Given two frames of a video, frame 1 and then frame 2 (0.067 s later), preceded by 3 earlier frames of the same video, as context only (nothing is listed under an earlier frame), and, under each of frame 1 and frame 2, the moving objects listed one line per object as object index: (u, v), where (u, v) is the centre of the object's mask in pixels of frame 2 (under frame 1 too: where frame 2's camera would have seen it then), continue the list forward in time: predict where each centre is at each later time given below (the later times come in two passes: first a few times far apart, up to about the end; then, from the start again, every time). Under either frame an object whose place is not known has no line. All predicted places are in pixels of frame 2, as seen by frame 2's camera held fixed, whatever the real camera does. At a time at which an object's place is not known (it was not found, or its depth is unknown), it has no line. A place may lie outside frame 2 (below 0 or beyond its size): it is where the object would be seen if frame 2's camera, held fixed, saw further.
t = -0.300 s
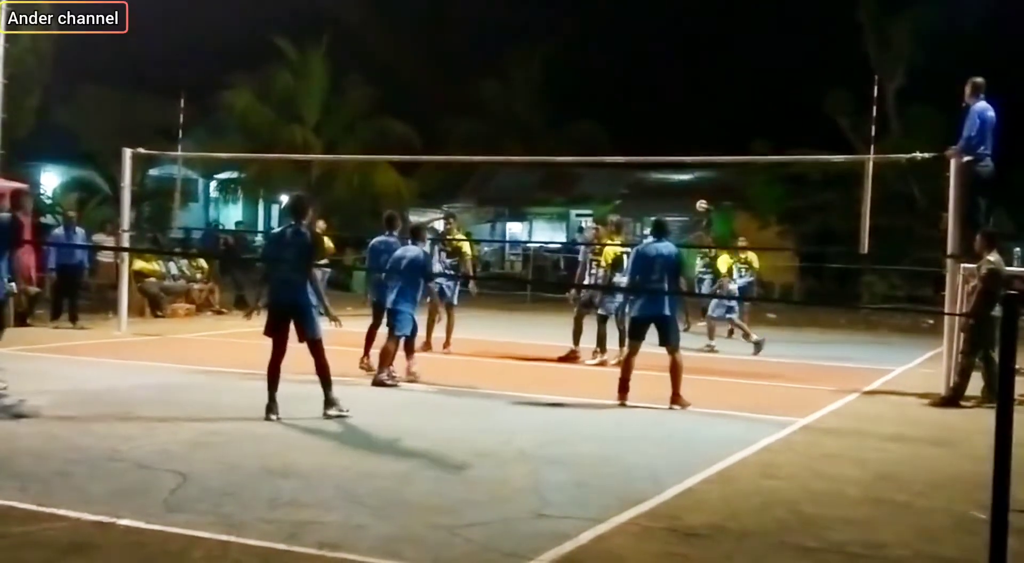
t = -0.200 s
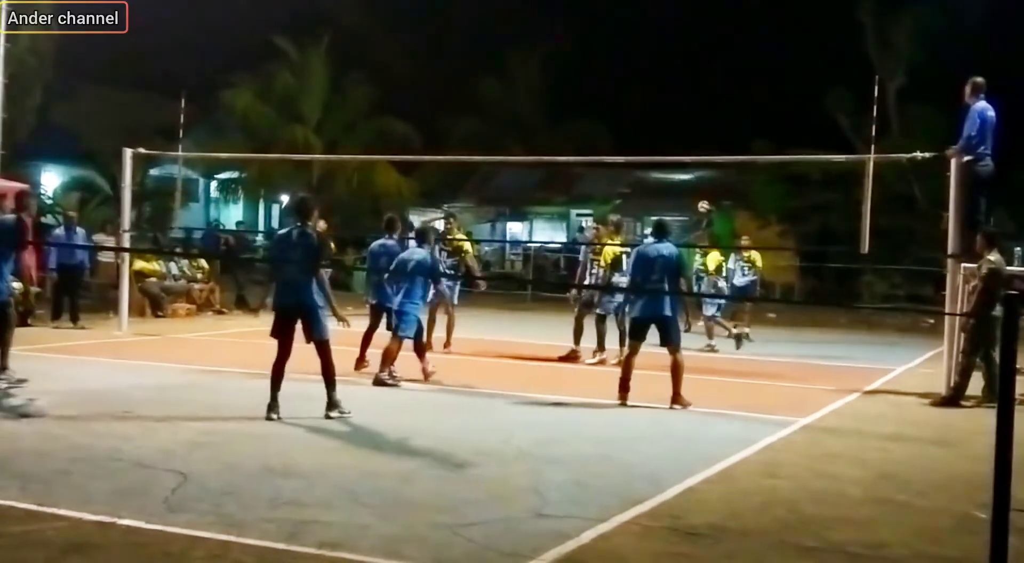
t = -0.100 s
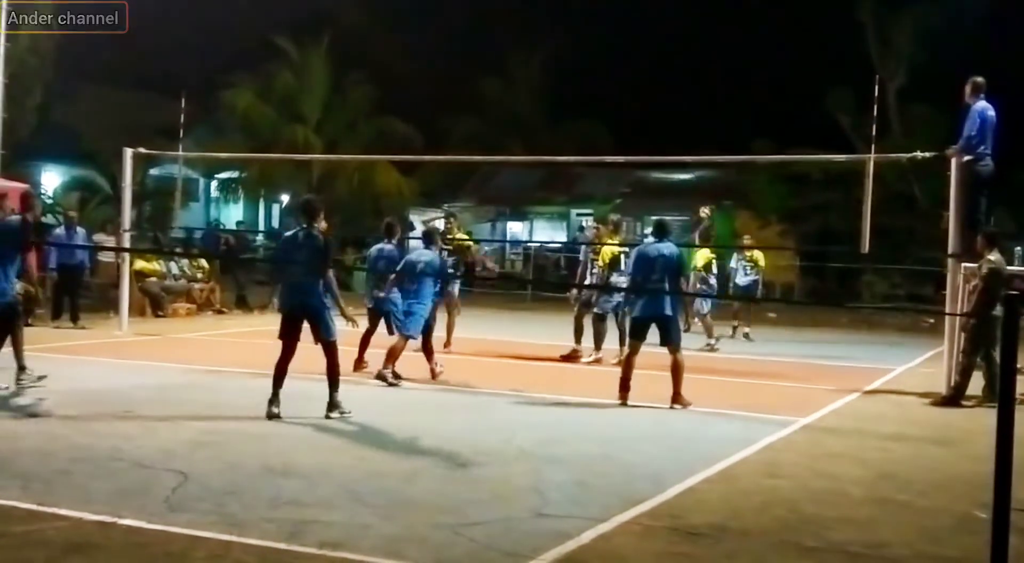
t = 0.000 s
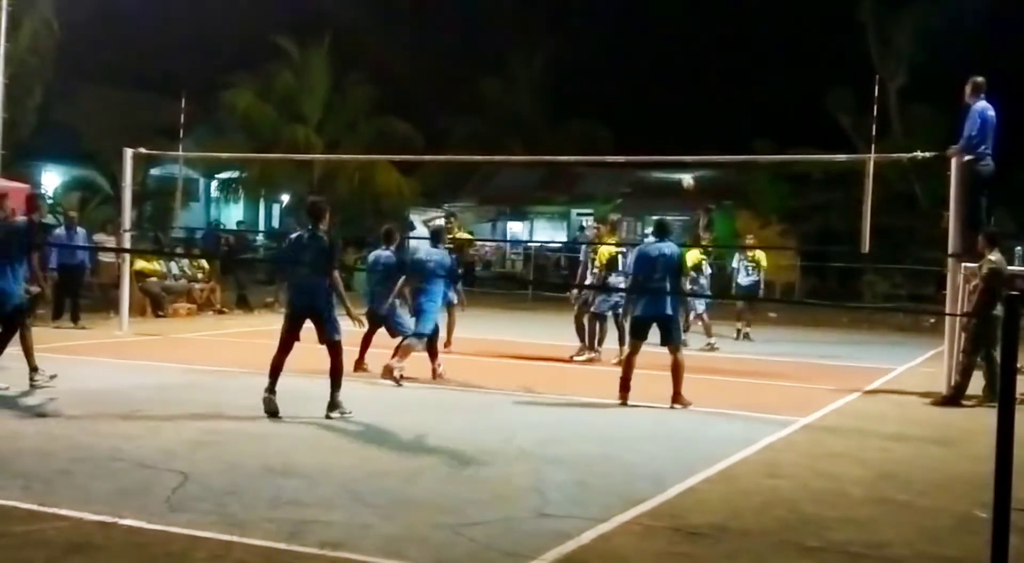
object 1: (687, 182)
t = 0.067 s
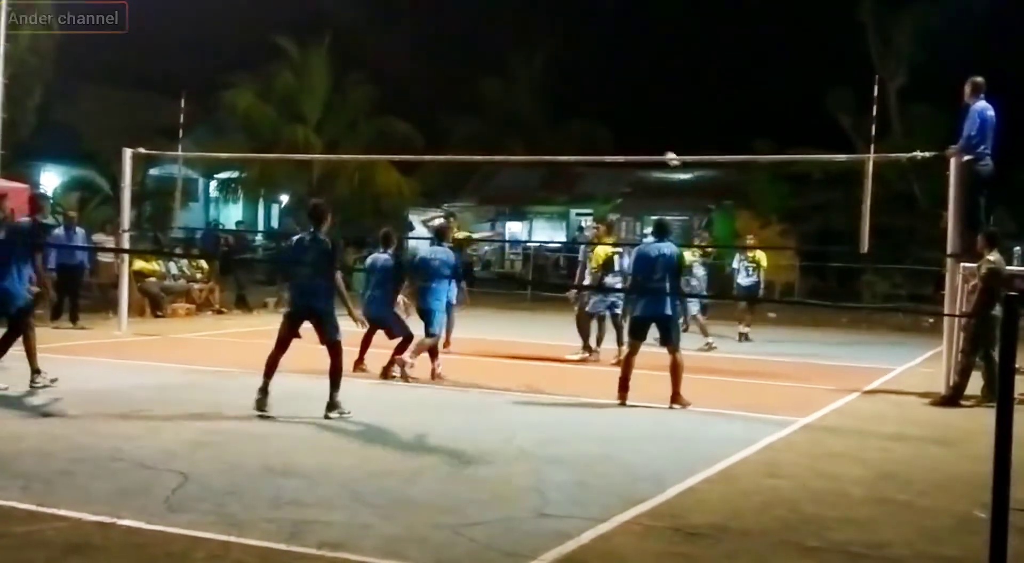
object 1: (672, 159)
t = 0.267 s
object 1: (621, 98)
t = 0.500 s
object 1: (552, 47)
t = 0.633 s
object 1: (505, 30)
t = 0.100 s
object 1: (664, 148)
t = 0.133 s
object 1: (656, 138)
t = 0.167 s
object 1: (648, 128)
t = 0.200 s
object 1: (639, 117)
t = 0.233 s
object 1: (630, 107)
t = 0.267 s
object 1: (621, 98)
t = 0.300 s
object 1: (611, 90)
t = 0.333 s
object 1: (602, 82)
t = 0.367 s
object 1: (593, 74)
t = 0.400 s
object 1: (583, 66)
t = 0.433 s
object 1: (573, 59)
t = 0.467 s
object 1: (563, 53)
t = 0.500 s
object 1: (552, 47)
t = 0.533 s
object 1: (541, 42)
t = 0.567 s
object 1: (529, 37)
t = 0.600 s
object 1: (518, 33)
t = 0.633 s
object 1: (505, 30)
